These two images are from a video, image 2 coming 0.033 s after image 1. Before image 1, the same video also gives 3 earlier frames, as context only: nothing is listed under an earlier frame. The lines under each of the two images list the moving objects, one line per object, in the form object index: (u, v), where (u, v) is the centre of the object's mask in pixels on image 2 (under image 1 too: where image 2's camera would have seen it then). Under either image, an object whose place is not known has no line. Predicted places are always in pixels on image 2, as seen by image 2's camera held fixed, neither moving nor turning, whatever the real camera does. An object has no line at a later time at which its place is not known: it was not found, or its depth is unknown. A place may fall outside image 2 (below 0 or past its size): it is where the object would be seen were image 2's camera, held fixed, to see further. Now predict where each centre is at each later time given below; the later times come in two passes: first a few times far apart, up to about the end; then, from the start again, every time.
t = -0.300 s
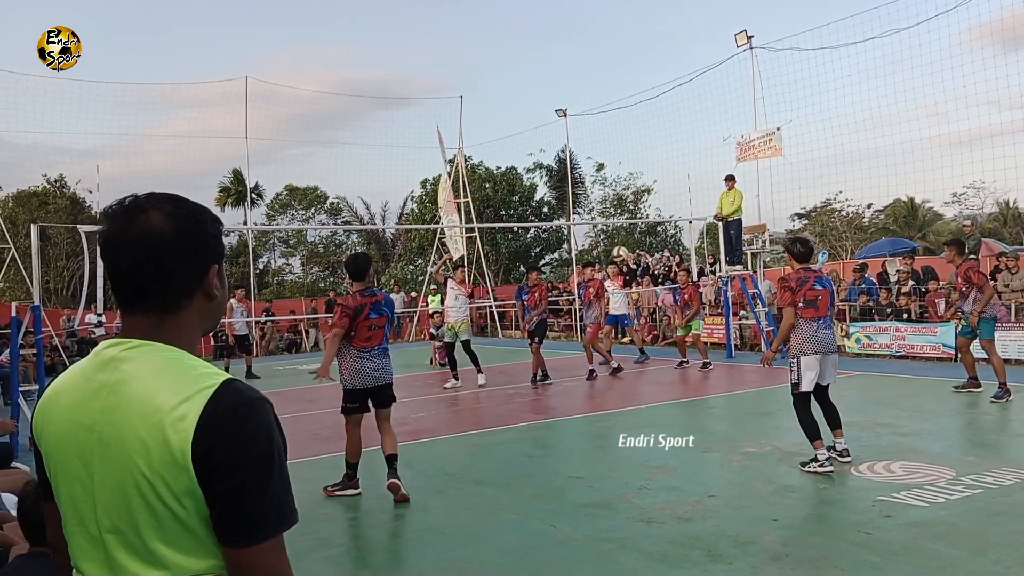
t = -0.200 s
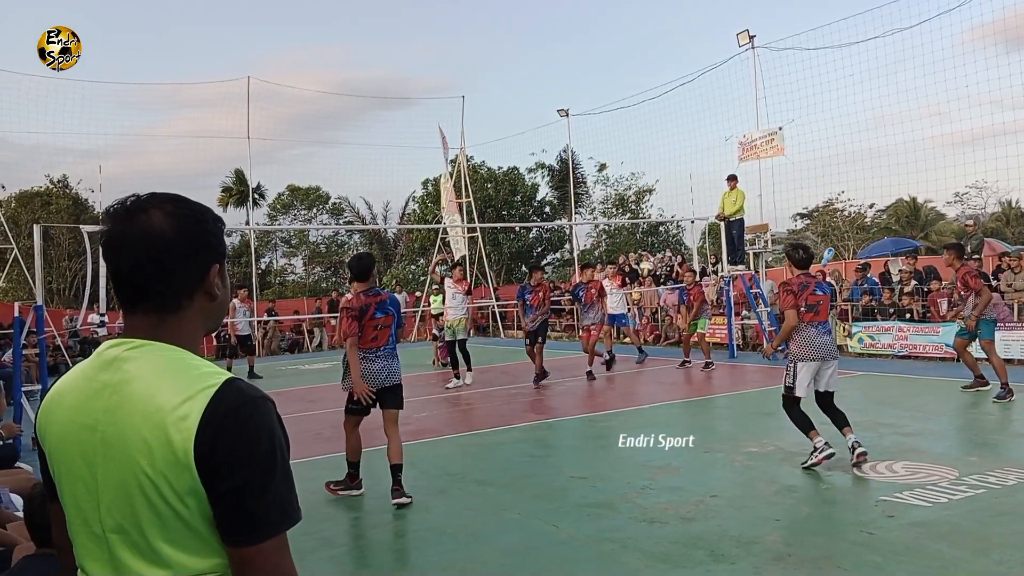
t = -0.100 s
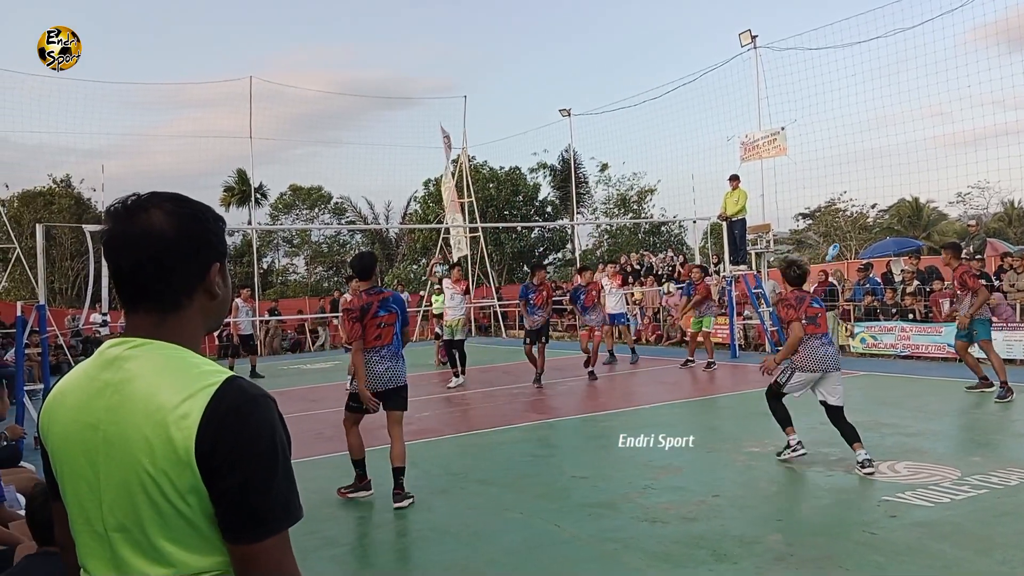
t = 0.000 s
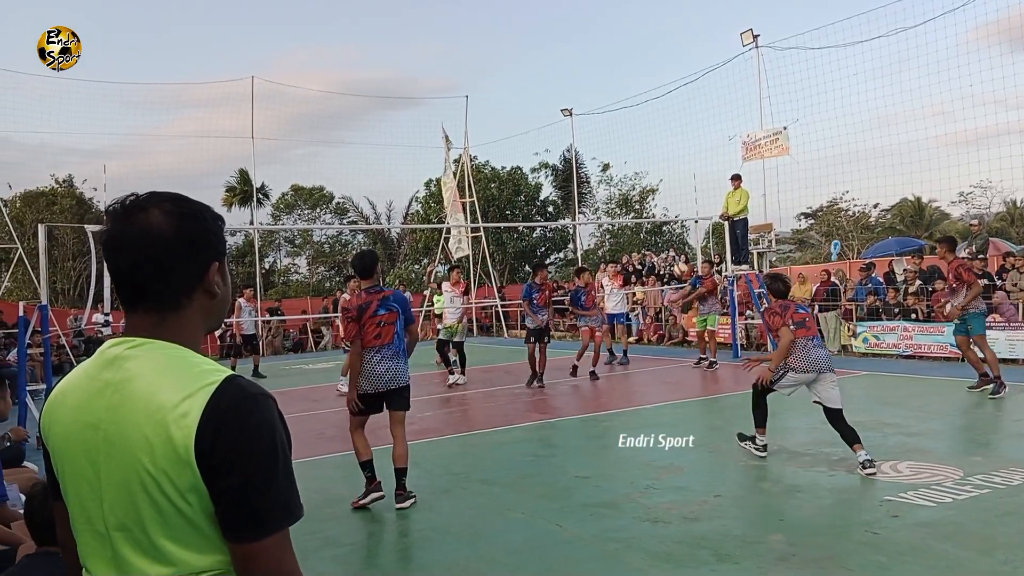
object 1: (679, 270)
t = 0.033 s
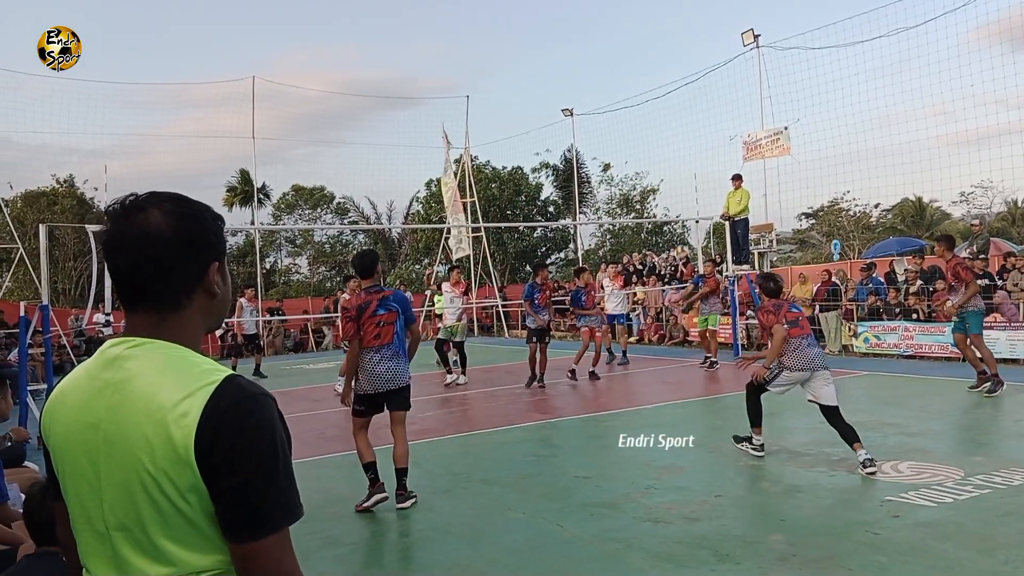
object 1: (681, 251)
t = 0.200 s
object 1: (685, 176)
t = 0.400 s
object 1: (690, 103)
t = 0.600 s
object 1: (695, 56)
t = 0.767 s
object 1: (699, 37)
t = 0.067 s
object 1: (682, 236)
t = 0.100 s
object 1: (682, 221)
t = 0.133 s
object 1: (683, 205)
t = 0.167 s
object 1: (684, 190)
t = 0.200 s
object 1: (685, 176)
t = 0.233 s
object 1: (686, 162)
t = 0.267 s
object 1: (687, 149)
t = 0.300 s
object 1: (687, 137)
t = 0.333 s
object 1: (688, 125)
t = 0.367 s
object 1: (689, 114)
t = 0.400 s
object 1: (690, 103)
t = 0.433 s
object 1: (691, 93)
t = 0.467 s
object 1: (692, 84)
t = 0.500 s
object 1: (693, 76)
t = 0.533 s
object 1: (694, 69)
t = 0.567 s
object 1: (694, 62)
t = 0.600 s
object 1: (695, 56)
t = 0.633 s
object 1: (696, 51)
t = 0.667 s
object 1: (697, 46)
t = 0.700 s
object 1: (698, 42)
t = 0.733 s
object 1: (699, 39)
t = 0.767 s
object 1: (699, 37)
